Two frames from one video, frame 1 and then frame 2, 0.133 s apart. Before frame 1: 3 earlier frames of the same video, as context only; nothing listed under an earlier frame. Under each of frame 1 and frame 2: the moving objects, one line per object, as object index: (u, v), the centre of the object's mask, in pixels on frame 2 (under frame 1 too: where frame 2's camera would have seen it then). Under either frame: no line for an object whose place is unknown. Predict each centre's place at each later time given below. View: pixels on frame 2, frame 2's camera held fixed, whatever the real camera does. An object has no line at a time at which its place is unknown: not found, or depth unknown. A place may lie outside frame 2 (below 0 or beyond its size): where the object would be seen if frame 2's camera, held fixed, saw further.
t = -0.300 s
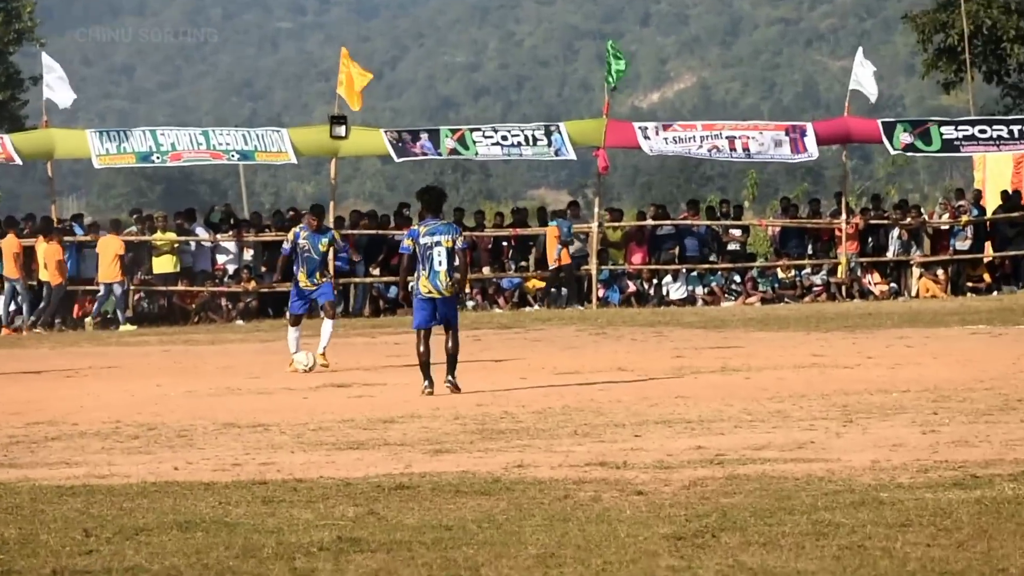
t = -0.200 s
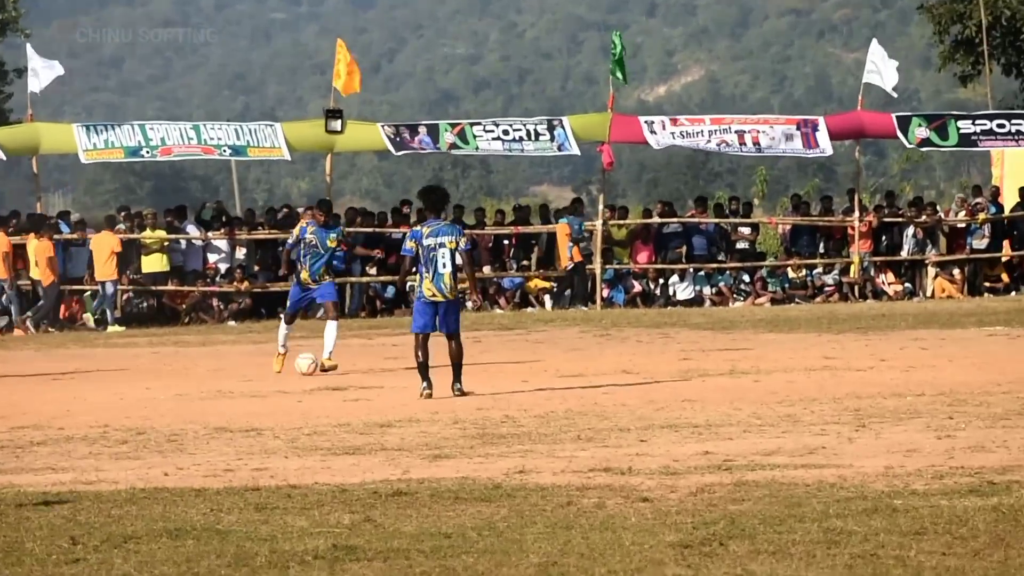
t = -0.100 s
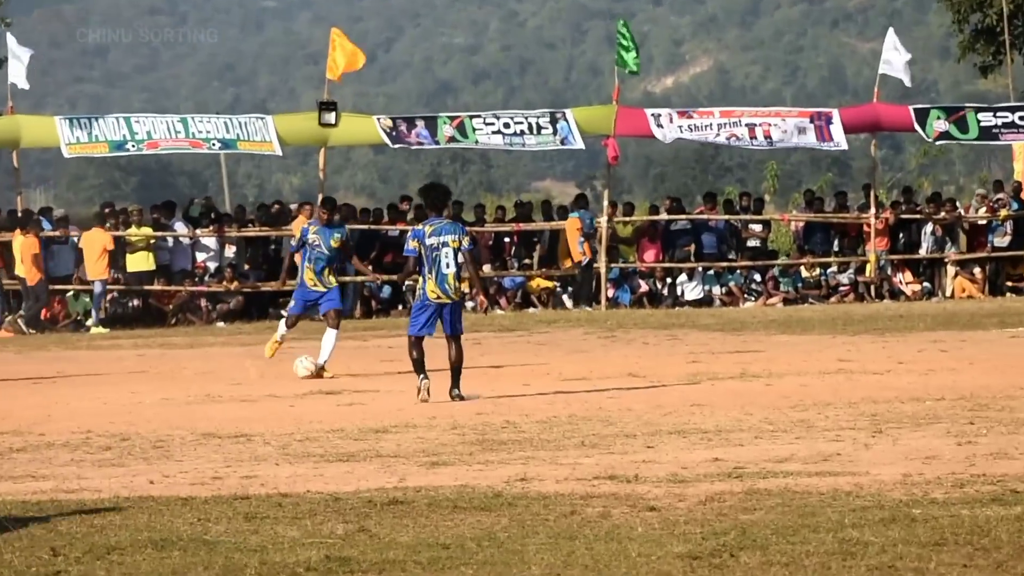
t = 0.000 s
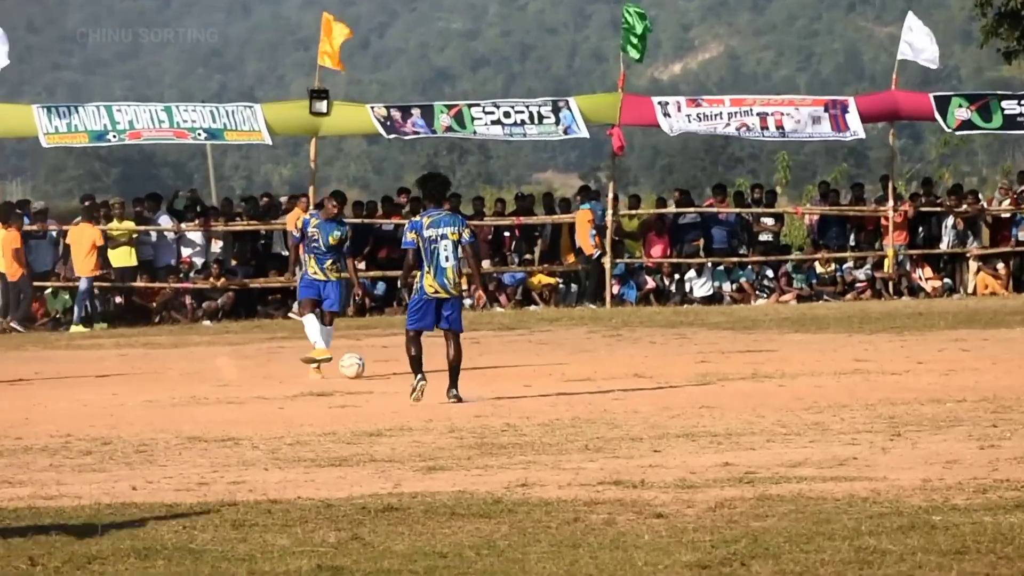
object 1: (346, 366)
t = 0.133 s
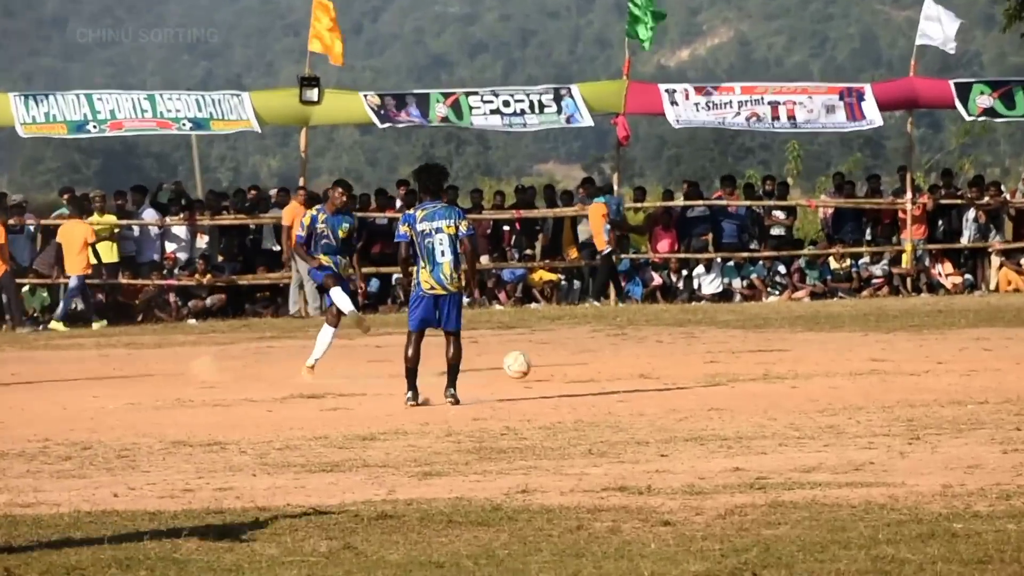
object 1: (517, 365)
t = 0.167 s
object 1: (560, 365)
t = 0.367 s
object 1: (815, 366)
